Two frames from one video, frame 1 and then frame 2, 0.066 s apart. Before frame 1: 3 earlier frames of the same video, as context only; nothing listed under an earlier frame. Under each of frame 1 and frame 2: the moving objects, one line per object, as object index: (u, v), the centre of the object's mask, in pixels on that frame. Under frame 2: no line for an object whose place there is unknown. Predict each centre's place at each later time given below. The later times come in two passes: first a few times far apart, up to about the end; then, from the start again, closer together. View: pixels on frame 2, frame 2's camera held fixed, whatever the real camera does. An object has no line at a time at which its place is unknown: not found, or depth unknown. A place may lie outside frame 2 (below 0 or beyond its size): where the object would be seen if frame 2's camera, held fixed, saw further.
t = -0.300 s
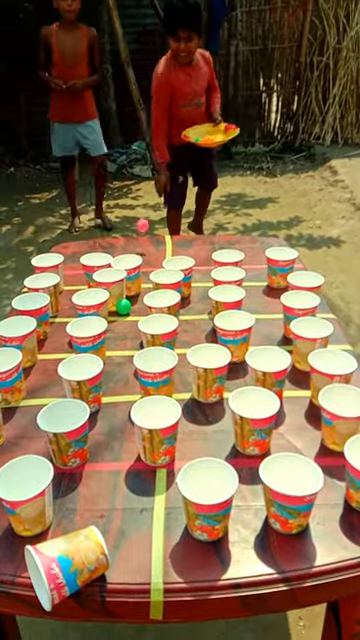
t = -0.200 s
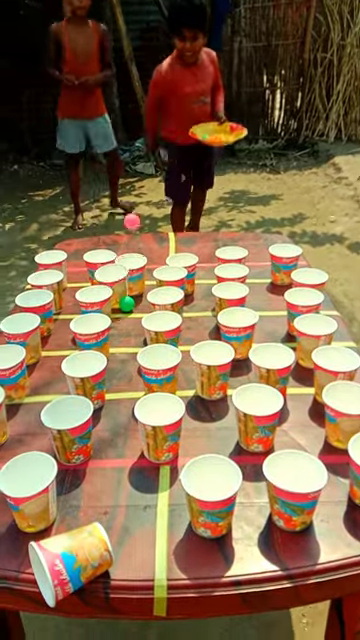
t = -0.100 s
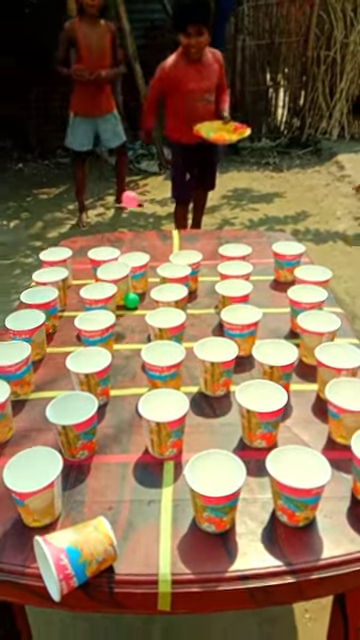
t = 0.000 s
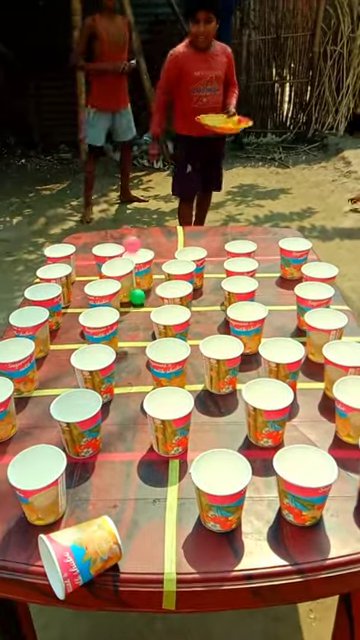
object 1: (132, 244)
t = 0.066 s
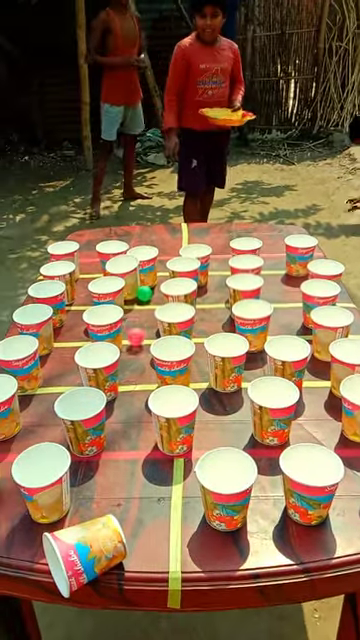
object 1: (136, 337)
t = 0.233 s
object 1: (131, 372)
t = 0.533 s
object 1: (206, 638)
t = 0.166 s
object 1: (131, 336)
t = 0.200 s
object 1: (131, 350)
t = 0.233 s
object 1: (131, 372)
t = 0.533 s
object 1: (206, 638)
